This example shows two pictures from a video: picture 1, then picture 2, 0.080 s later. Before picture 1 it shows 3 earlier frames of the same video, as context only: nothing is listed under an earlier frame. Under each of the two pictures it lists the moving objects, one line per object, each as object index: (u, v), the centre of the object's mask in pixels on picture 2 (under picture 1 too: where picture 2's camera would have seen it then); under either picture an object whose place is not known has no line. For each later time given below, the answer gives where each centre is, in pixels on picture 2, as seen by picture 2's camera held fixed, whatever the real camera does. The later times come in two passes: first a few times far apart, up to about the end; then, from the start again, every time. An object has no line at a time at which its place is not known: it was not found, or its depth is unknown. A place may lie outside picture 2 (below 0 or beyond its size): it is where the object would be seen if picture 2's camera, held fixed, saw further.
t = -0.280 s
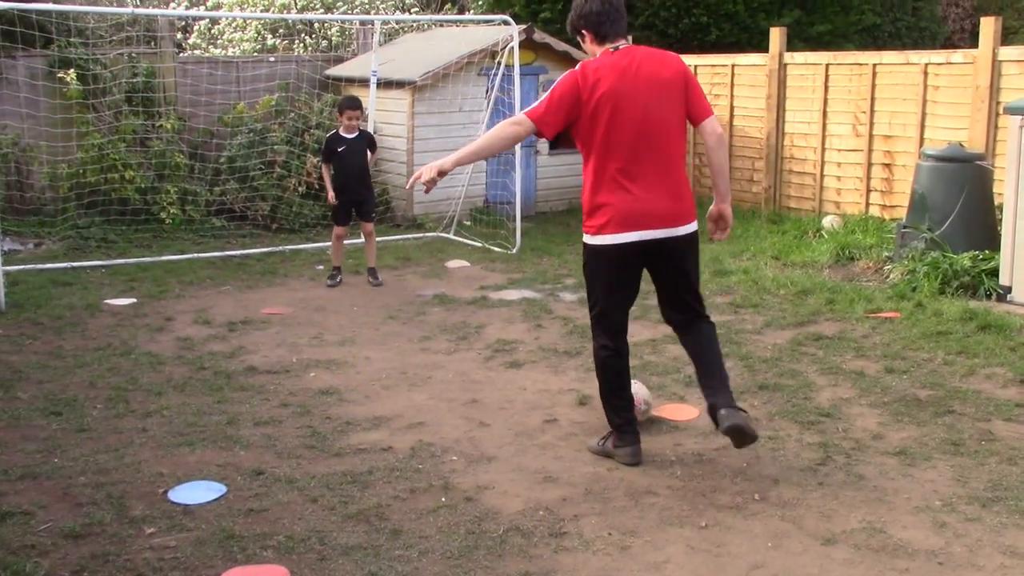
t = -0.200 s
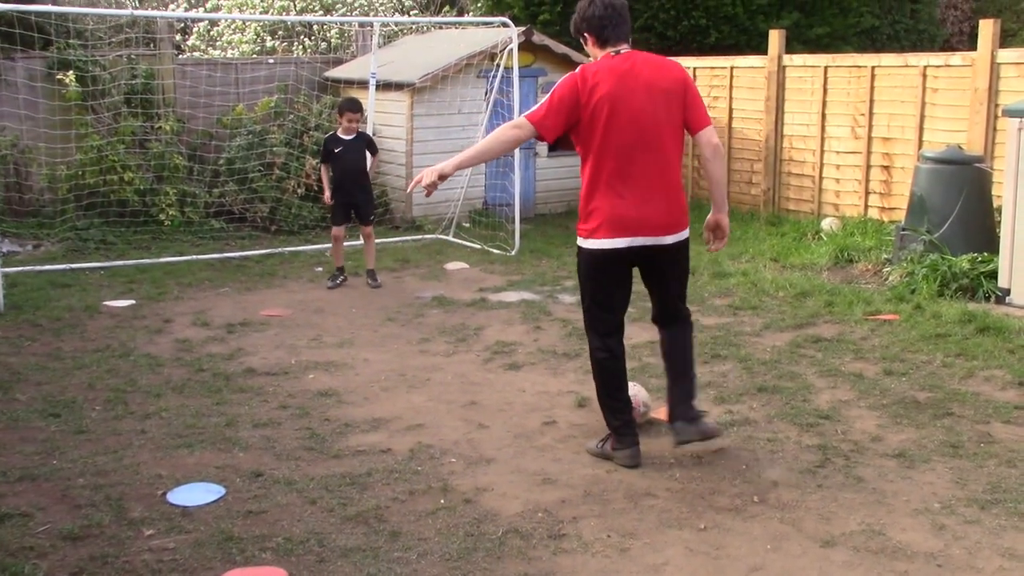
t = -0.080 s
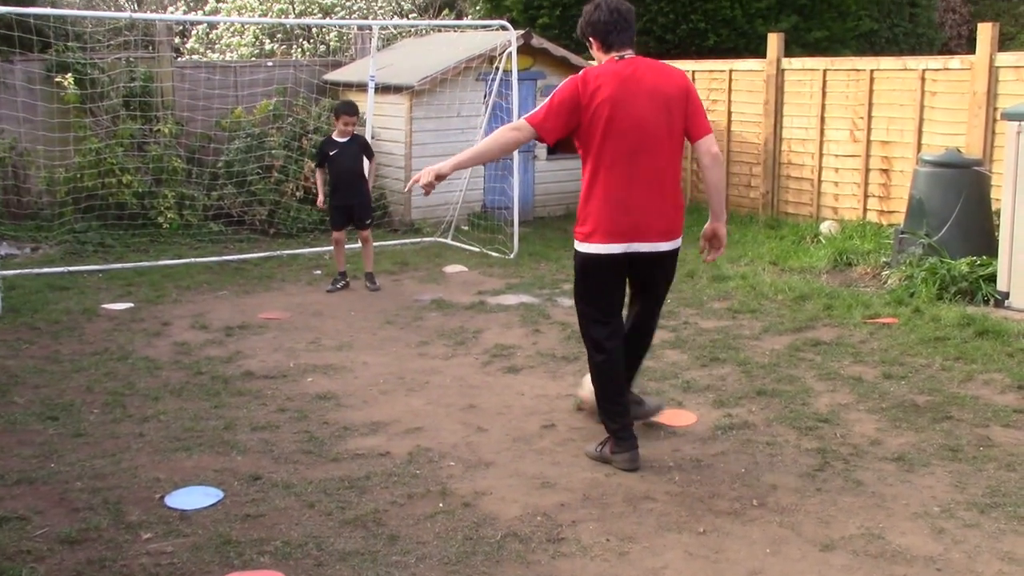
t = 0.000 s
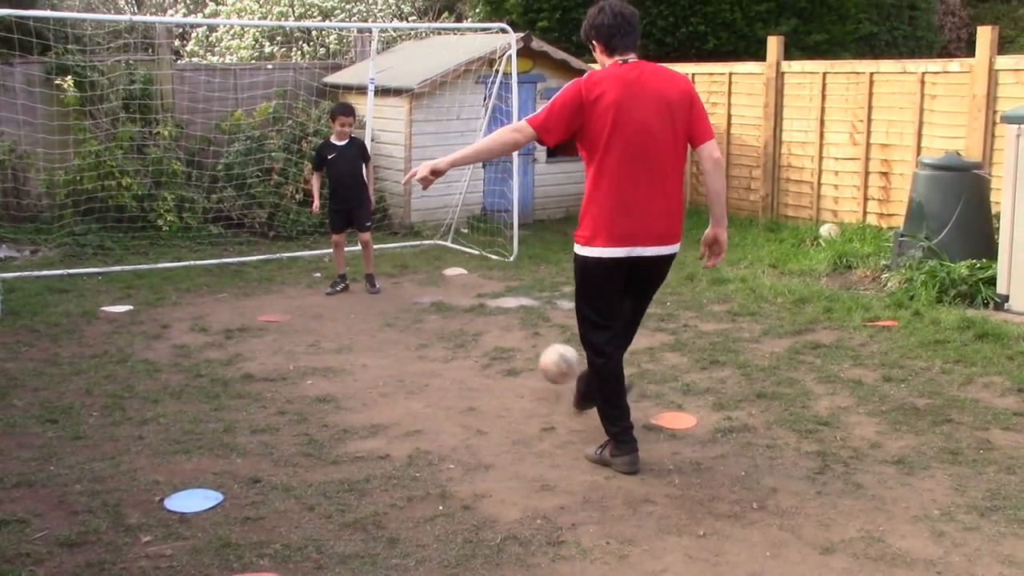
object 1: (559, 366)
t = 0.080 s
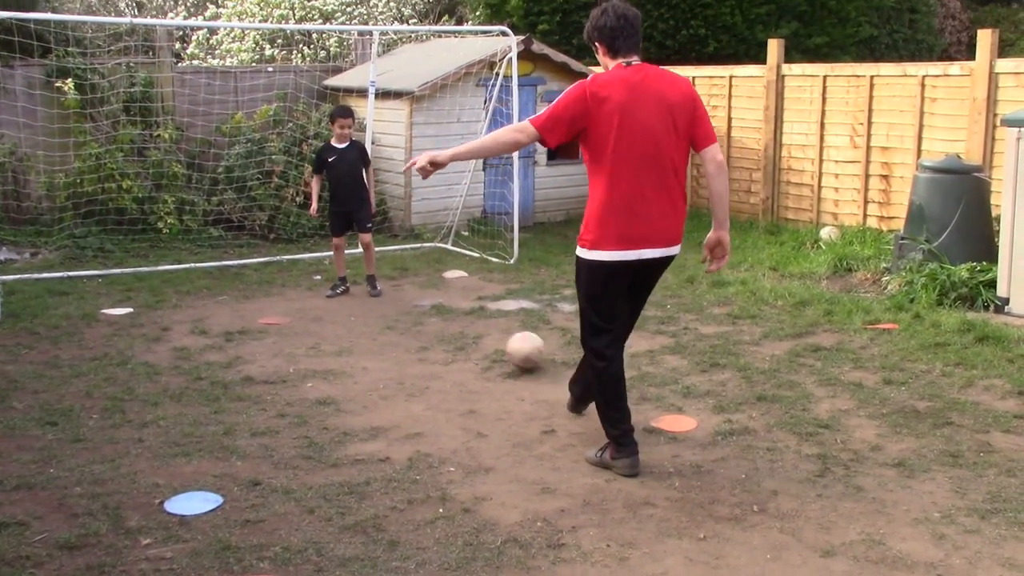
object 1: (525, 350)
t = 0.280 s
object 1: (463, 319)
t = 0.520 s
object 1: (415, 292)
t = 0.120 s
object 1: (510, 344)
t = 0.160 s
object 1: (497, 335)
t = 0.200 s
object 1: (484, 330)
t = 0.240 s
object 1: (472, 326)
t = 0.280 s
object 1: (463, 319)
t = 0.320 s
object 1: (454, 315)
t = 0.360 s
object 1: (446, 313)
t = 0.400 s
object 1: (438, 304)
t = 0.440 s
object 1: (430, 296)
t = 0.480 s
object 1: (422, 292)
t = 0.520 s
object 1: (415, 292)
